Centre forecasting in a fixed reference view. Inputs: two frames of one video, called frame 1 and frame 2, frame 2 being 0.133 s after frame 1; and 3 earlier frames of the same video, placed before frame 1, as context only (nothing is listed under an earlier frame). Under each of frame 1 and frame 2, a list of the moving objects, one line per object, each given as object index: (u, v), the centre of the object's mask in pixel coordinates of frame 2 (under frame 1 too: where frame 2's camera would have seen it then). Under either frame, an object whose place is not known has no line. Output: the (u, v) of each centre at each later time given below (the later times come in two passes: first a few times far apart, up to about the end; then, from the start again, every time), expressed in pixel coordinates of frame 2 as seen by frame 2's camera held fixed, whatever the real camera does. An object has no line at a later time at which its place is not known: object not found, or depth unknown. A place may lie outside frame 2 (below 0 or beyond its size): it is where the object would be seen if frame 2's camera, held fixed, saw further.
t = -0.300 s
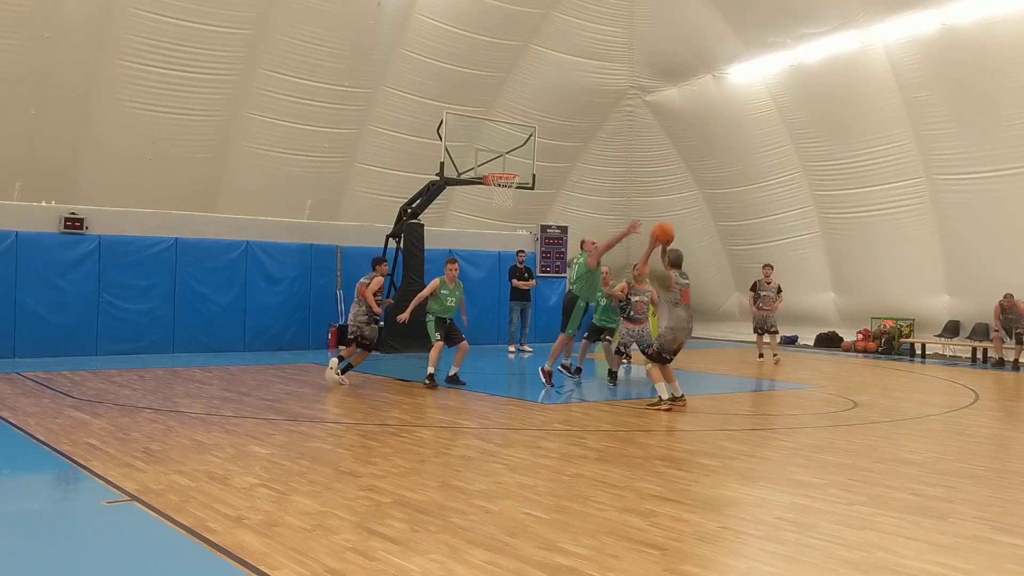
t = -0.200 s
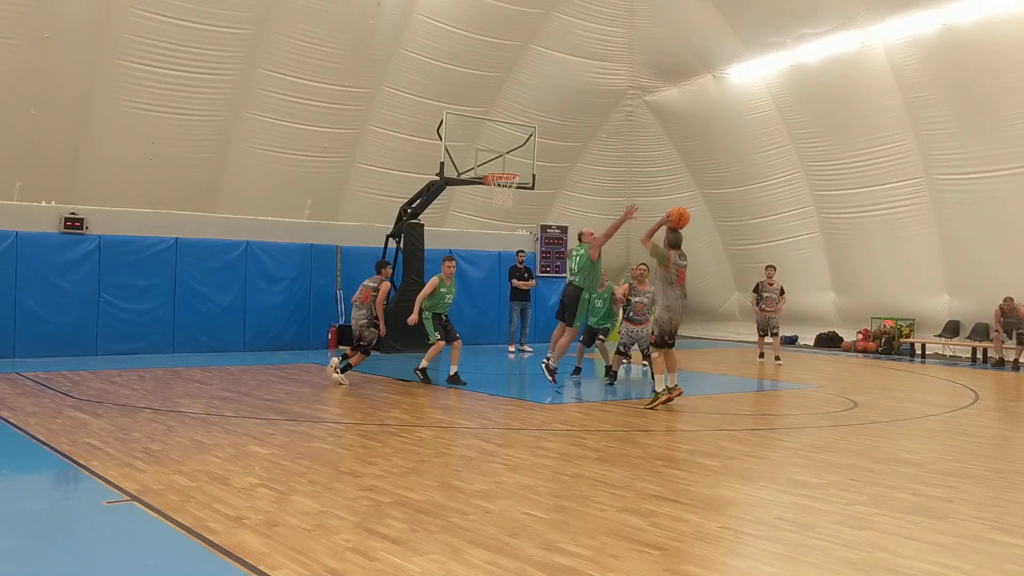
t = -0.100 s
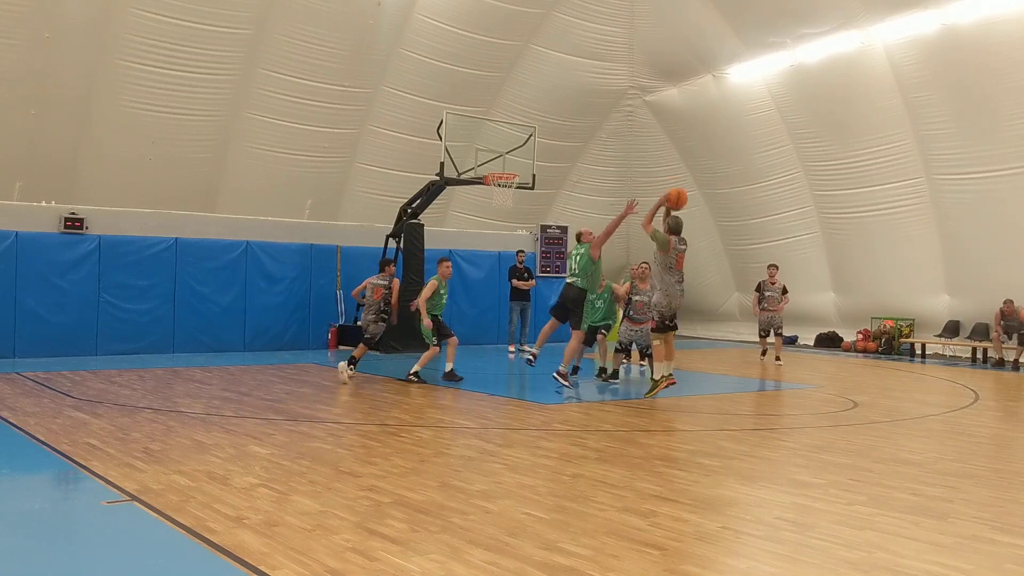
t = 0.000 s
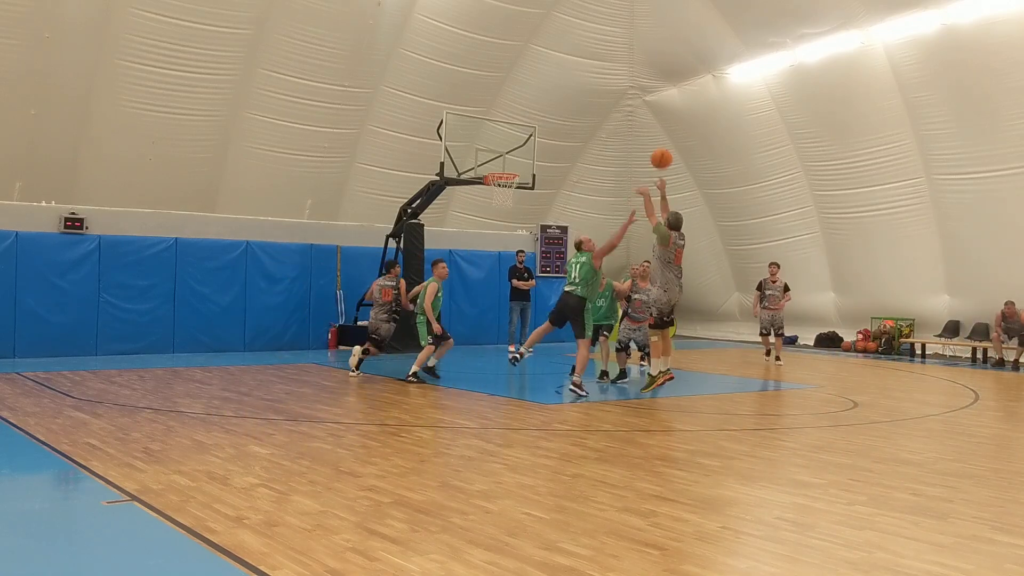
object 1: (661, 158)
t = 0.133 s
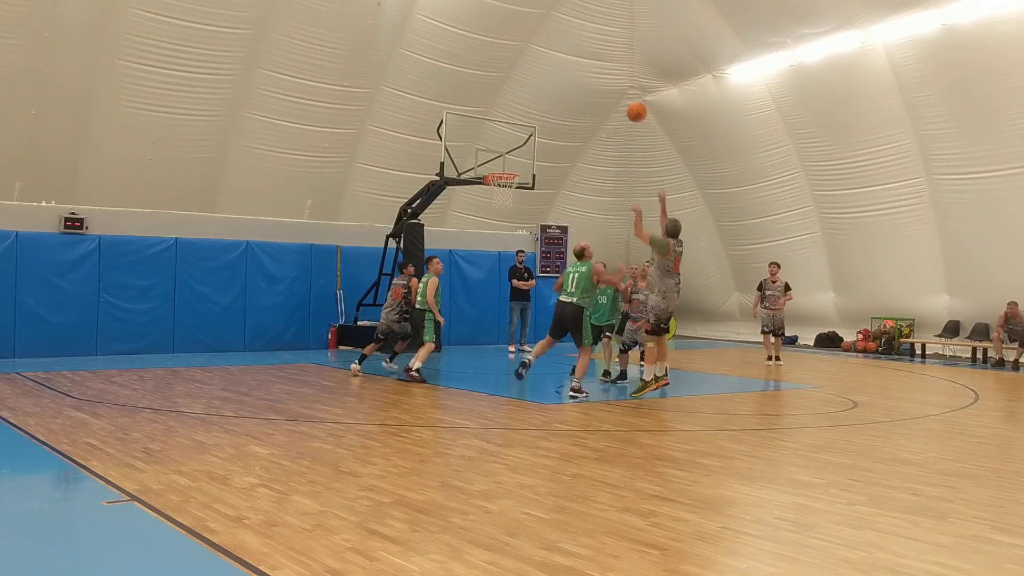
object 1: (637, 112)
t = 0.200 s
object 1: (625, 95)
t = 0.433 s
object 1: (588, 69)
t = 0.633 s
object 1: (560, 79)
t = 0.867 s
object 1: (531, 123)
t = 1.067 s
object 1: (513, 160)
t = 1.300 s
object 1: (507, 143)
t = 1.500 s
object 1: (515, 144)
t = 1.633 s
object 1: (524, 156)
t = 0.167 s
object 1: (631, 103)
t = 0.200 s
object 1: (625, 95)
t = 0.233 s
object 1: (619, 88)
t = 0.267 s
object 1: (614, 83)
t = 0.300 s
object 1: (609, 78)
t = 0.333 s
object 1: (603, 74)
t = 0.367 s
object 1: (598, 71)
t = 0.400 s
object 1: (593, 70)
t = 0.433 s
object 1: (588, 69)
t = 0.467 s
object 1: (583, 68)
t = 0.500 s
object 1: (578, 69)
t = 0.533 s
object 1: (574, 70)
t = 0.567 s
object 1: (569, 73)
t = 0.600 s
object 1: (564, 76)
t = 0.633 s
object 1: (560, 79)
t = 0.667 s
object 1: (555, 83)
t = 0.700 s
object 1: (551, 88)
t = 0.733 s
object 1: (547, 94)
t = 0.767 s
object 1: (543, 101)
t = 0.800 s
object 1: (539, 107)
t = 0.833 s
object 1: (535, 115)
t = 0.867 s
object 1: (531, 123)
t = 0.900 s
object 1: (527, 132)
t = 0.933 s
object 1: (523, 140)
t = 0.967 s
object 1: (520, 151)
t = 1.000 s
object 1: (516, 161)
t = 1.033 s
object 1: (513, 165)
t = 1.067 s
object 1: (513, 160)
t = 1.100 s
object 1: (512, 156)
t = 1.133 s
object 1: (511, 152)
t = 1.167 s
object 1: (510, 149)
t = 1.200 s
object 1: (509, 147)
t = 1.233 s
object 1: (508, 144)
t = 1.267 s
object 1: (508, 144)
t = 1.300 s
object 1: (507, 143)
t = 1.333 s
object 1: (506, 144)
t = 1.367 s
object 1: (506, 143)
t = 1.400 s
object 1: (508, 143)
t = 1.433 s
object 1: (510, 142)
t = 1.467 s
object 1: (513, 143)
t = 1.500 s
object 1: (515, 144)
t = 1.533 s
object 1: (517, 146)
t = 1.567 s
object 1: (519, 149)
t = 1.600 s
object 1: (521, 152)
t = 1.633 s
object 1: (524, 156)
